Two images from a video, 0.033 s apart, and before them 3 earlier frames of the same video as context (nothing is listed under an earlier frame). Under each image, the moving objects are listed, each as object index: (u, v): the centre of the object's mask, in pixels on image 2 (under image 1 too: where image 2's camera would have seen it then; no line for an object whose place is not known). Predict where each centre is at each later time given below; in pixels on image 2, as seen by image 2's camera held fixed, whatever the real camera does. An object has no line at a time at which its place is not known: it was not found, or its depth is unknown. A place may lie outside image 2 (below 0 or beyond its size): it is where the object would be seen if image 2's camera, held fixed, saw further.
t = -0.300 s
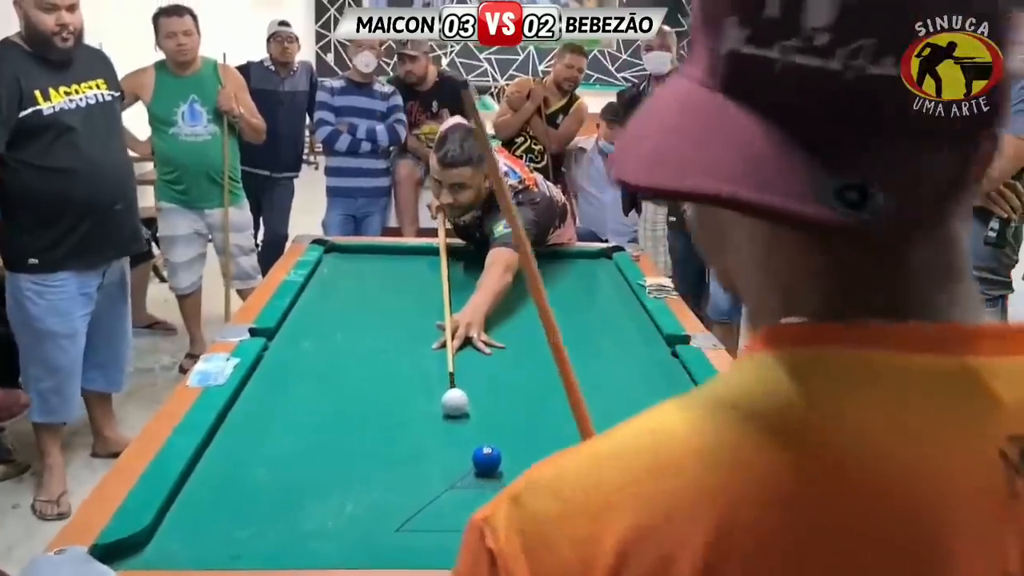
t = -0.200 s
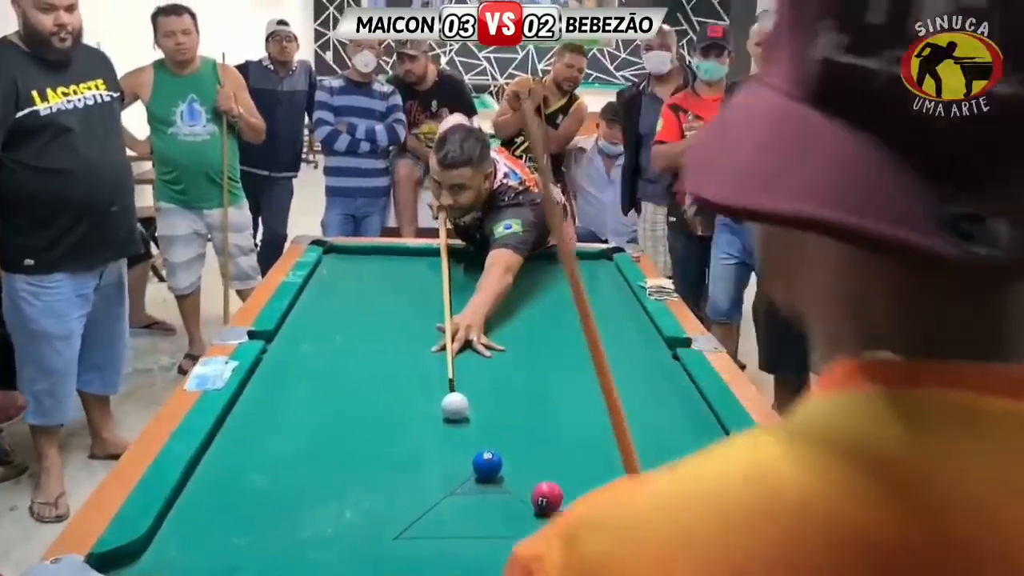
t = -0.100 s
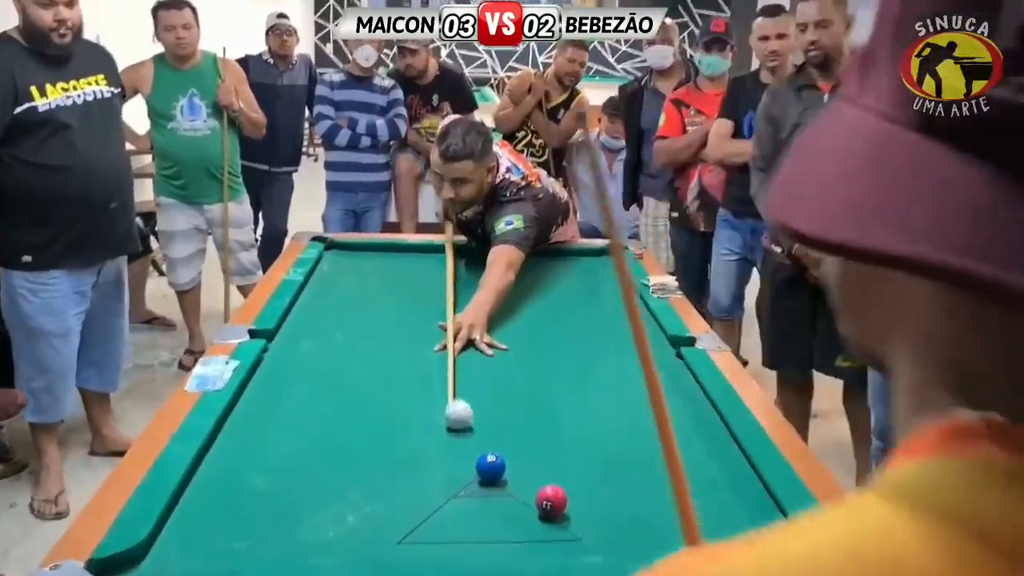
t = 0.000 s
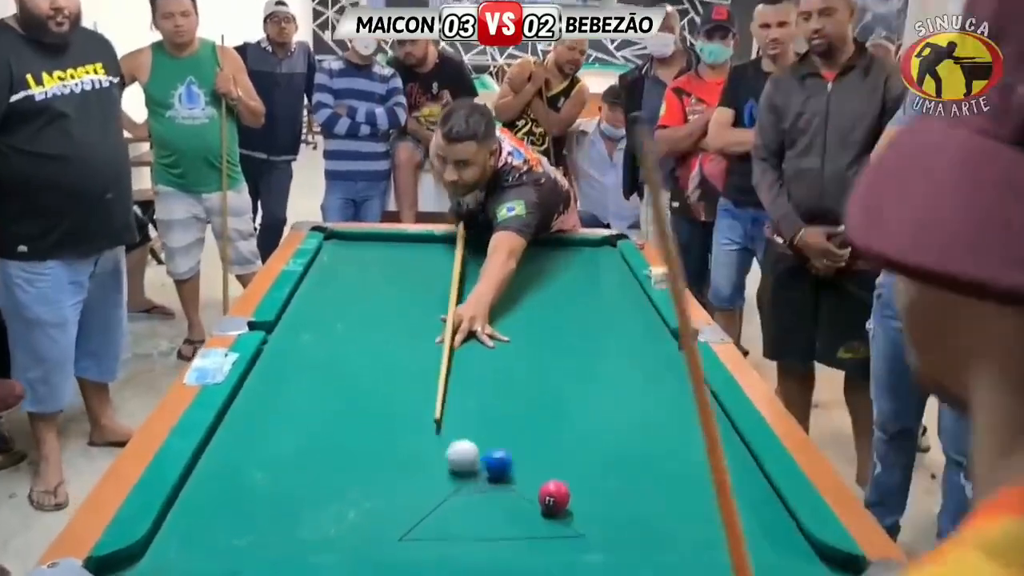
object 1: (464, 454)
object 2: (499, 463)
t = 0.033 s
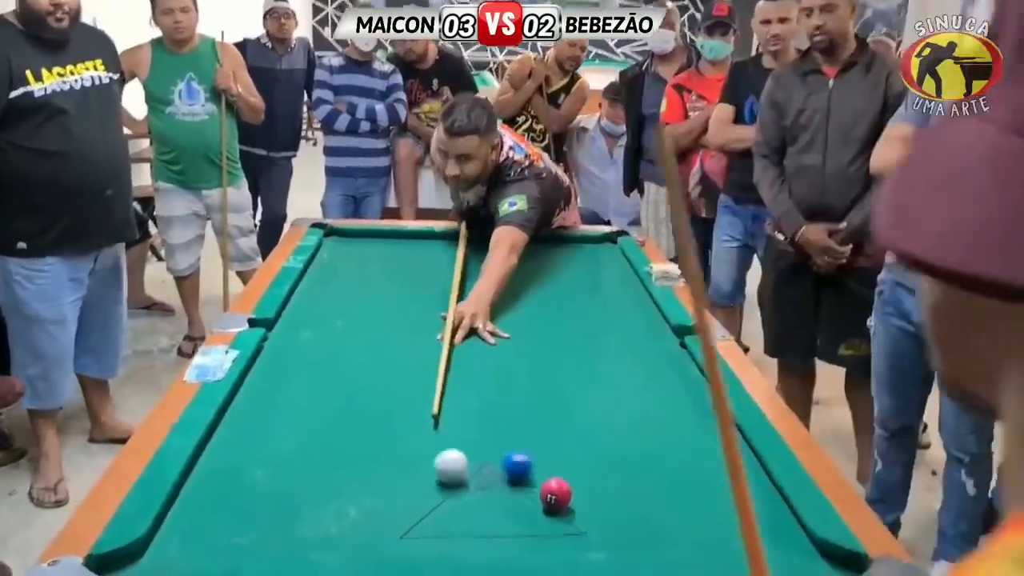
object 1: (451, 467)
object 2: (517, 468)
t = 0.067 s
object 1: (438, 480)
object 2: (533, 472)
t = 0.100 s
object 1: (425, 492)
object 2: (549, 471)
